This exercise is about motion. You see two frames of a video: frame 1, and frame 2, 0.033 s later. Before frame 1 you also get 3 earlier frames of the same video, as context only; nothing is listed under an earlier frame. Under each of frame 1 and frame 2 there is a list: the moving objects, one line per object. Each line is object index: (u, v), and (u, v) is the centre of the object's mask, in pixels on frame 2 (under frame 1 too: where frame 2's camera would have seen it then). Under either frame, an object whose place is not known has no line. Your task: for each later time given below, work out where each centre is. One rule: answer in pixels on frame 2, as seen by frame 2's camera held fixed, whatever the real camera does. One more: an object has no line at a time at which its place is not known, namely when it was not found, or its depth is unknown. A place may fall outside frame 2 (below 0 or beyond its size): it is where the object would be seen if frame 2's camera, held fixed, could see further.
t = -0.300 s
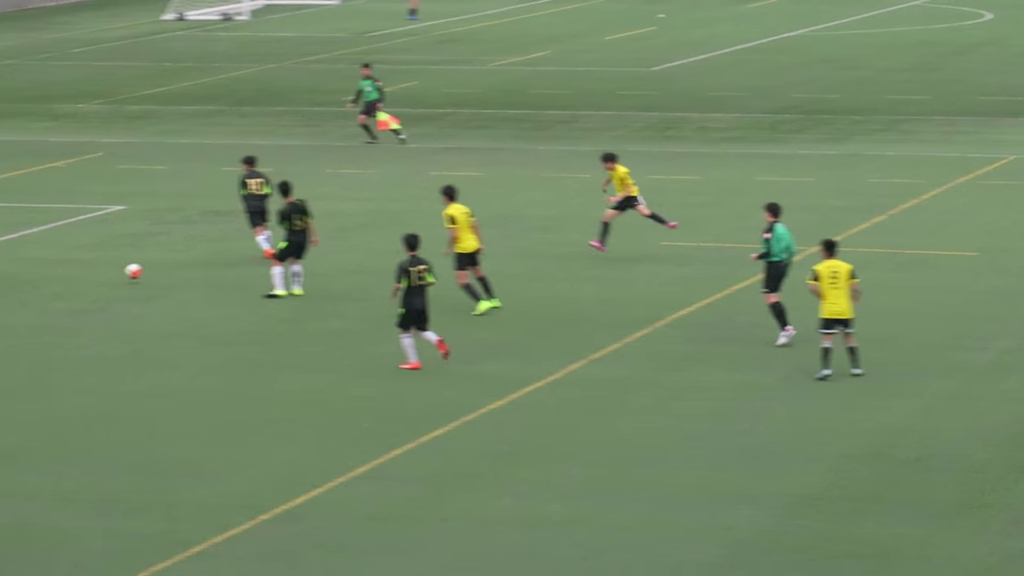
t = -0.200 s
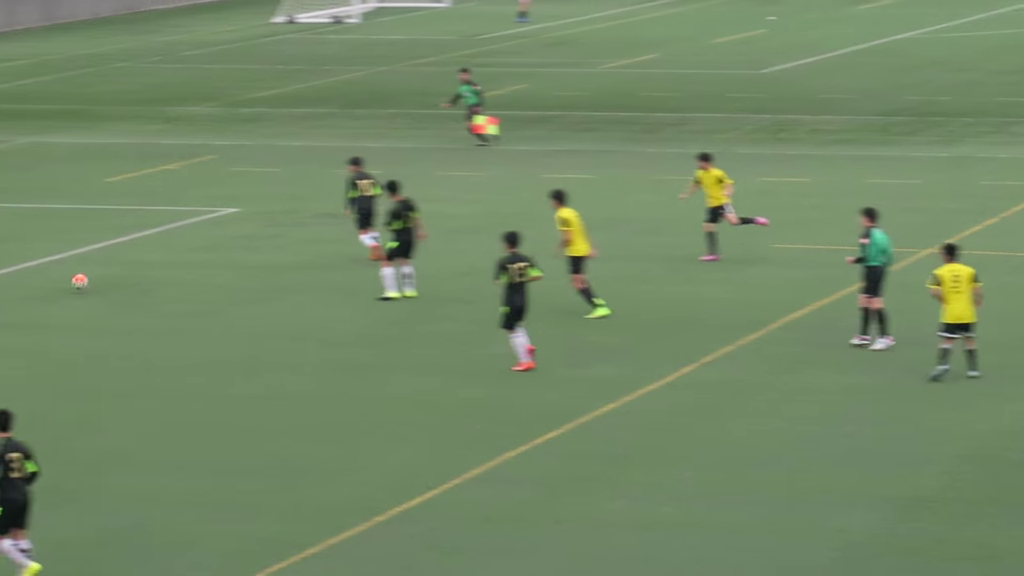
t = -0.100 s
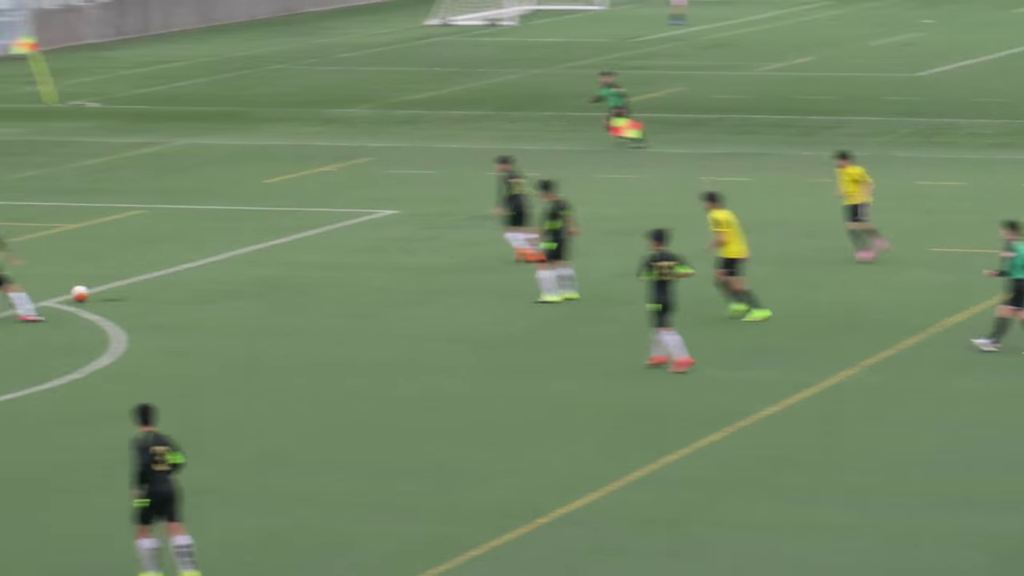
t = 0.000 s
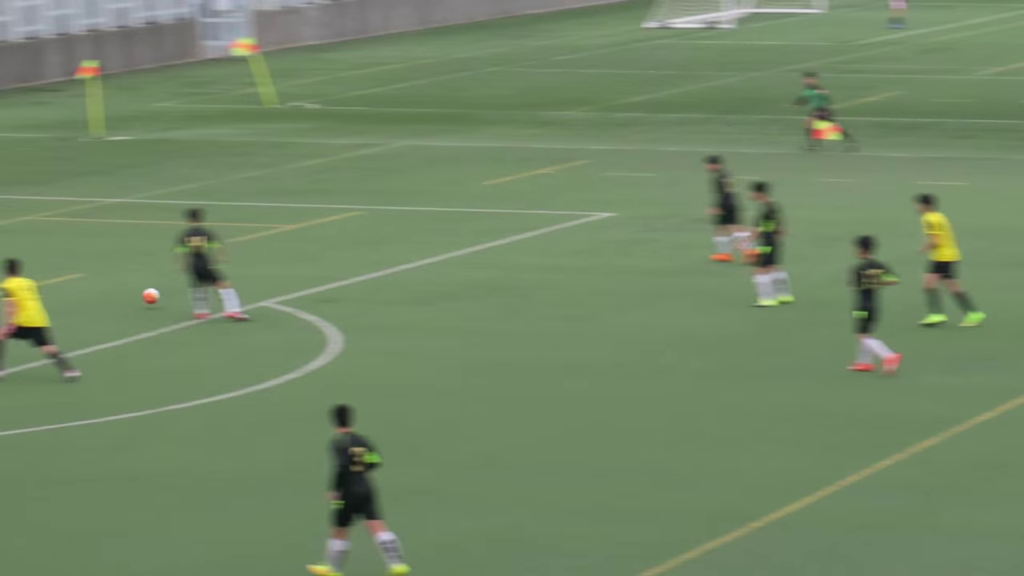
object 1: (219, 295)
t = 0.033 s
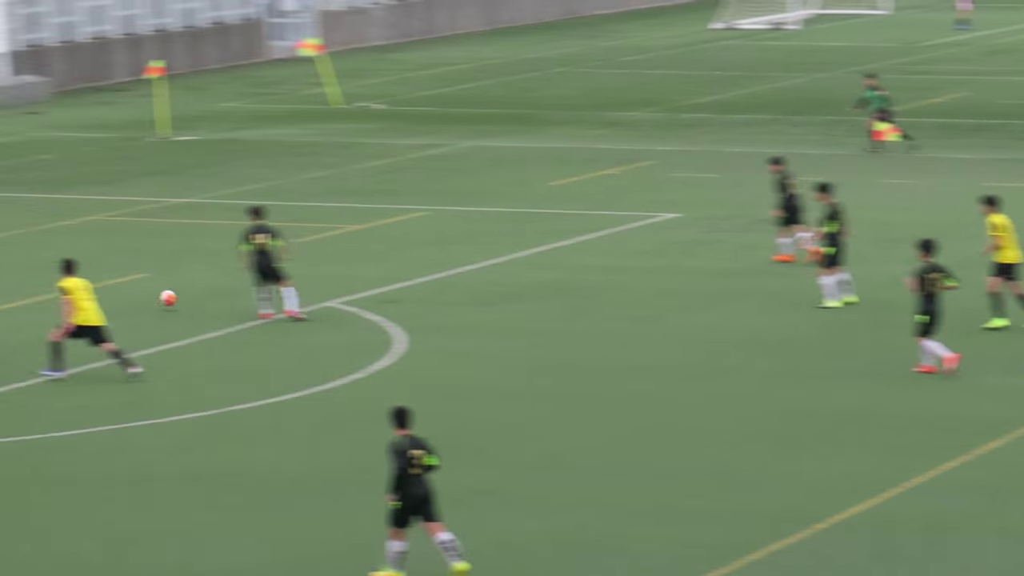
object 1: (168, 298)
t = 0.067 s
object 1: (120, 300)
